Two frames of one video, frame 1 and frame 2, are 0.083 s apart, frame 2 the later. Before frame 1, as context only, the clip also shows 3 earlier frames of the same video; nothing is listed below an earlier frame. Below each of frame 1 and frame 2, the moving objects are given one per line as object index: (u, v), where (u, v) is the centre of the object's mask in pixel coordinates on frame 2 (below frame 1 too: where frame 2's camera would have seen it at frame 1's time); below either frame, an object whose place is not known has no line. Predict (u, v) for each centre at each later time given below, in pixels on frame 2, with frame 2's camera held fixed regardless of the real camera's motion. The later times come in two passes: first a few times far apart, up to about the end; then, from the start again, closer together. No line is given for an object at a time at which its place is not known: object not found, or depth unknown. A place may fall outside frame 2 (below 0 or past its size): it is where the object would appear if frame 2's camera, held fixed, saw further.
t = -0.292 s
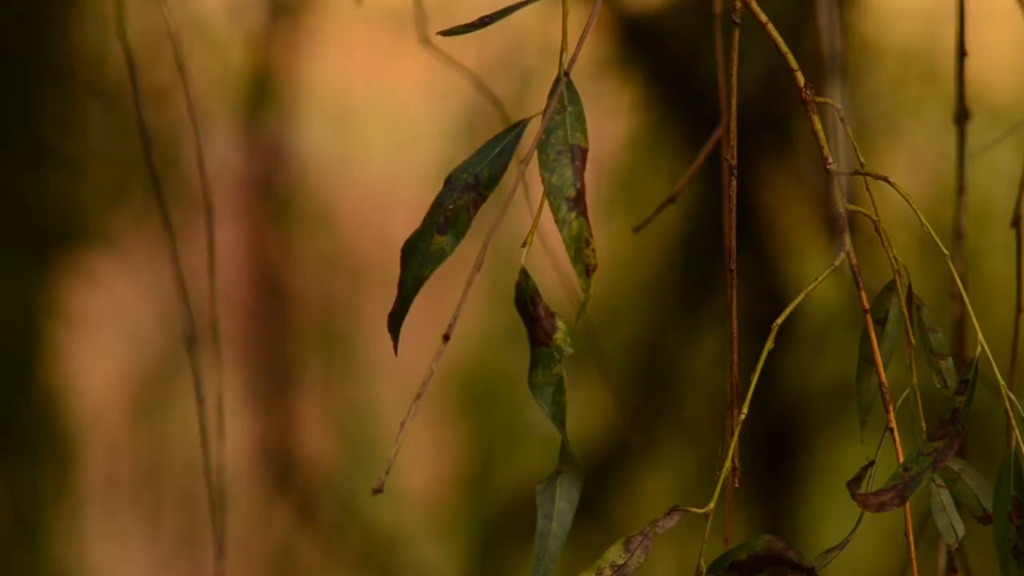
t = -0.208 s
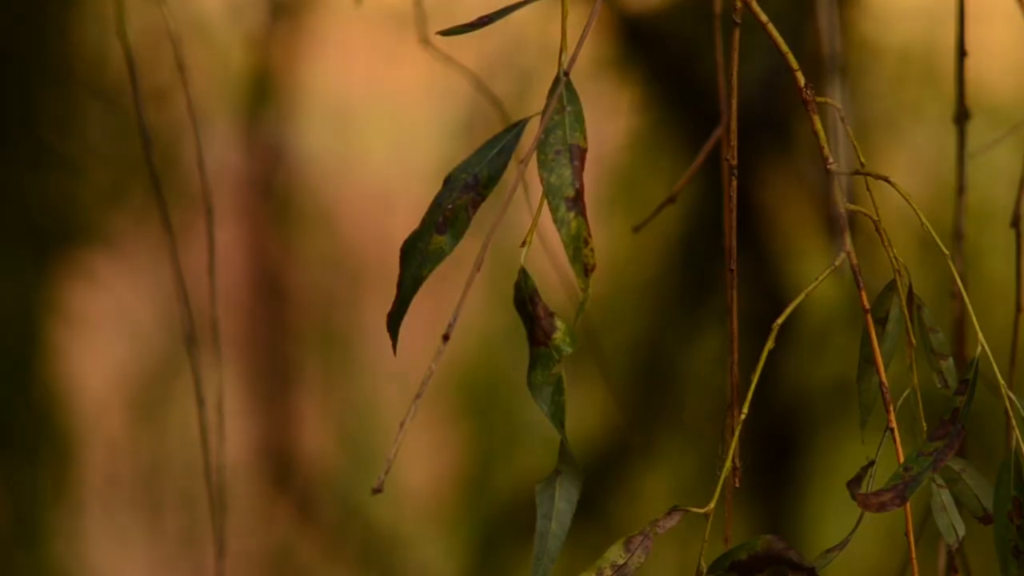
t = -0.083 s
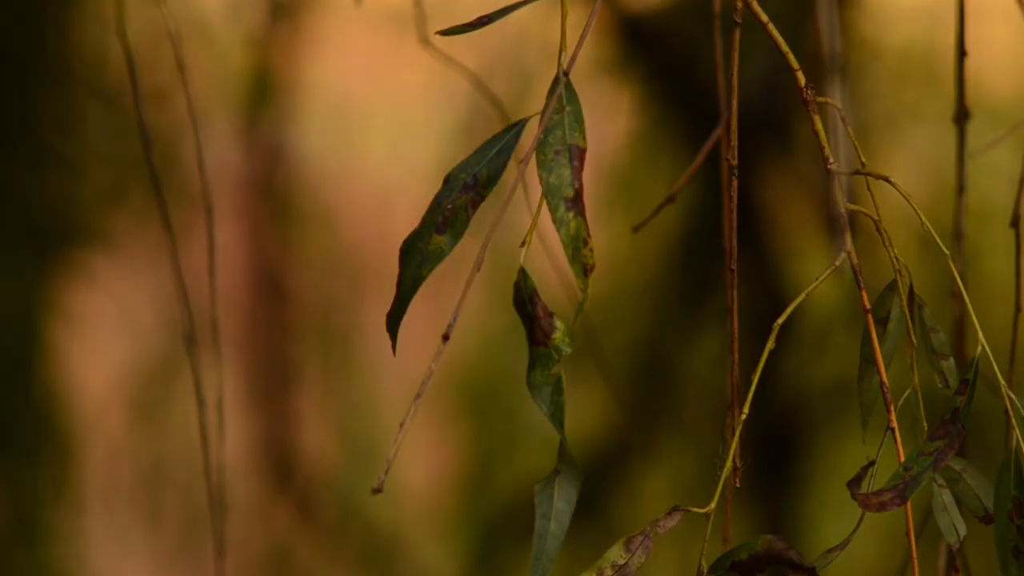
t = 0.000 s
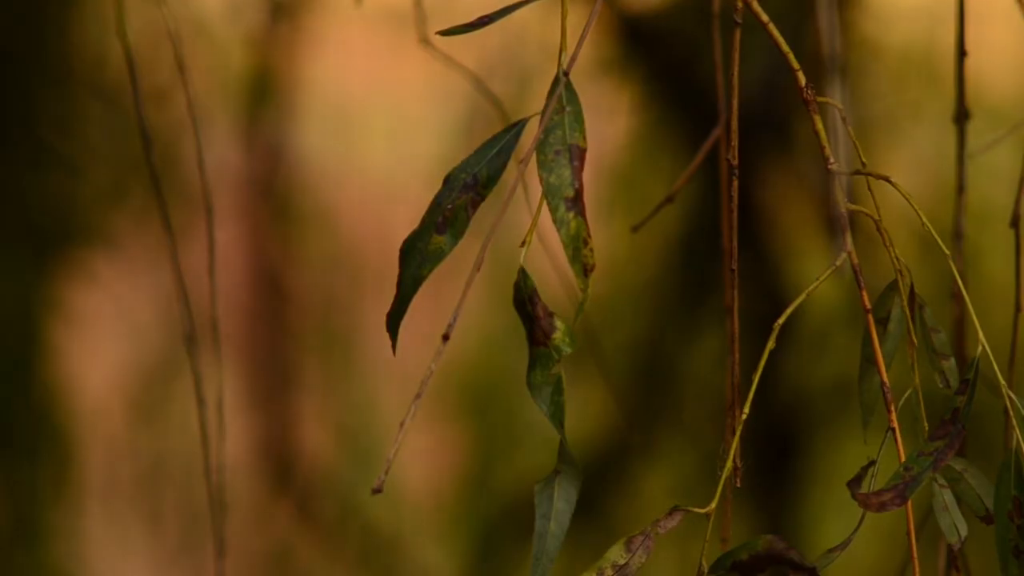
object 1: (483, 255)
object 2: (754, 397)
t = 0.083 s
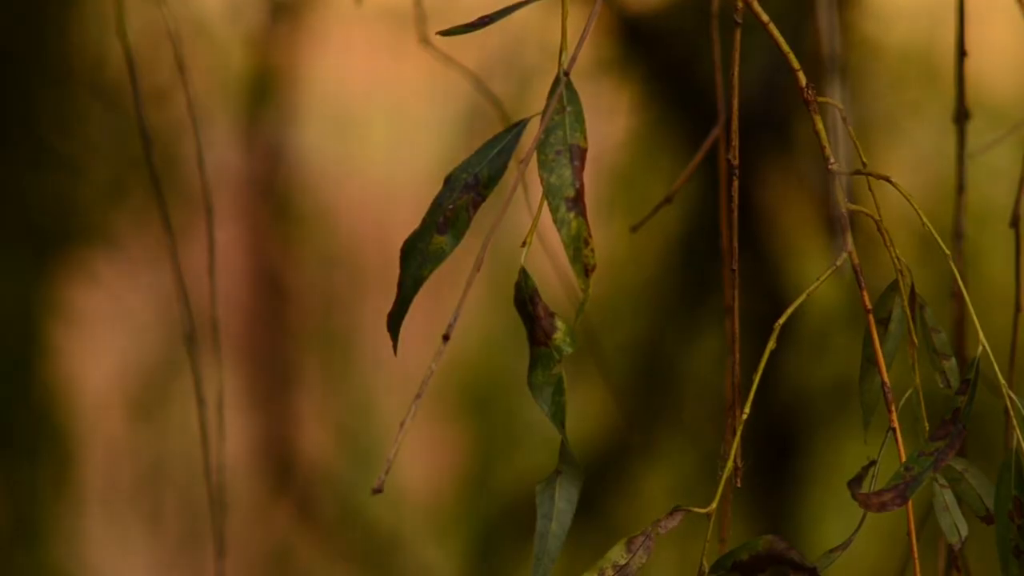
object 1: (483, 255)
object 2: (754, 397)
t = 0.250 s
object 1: (483, 255)
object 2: (754, 398)
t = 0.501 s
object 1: (485, 253)
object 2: (753, 398)
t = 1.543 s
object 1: (485, 252)
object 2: (754, 398)
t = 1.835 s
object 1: (485, 248)
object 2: (752, 397)
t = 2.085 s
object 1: (485, 249)
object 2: (753, 398)
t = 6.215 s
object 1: (481, 250)
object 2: (753, 397)
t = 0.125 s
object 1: (482, 255)
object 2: (754, 398)
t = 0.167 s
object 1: (482, 255)
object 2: (754, 398)
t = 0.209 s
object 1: (482, 257)
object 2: (754, 397)
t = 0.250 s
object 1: (483, 255)
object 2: (754, 398)
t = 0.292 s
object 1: (483, 256)
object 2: (753, 399)
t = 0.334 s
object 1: (482, 257)
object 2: (754, 397)
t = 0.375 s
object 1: (483, 257)
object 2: (754, 396)
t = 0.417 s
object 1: (484, 257)
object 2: (754, 396)
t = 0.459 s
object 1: (484, 256)
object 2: (753, 397)
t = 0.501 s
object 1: (485, 253)
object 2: (753, 398)
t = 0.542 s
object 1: (485, 253)
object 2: (753, 396)
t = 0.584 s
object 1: (485, 253)
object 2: (753, 397)
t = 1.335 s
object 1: (486, 247)
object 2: (754, 397)
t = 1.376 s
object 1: (486, 248)
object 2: (754, 397)
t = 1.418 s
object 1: (486, 248)
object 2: (754, 397)
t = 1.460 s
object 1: (486, 250)
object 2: (754, 399)
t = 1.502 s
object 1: (485, 251)
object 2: (755, 395)
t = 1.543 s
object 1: (485, 252)
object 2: (754, 398)
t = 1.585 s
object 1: (486, 251)
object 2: (754, 397)
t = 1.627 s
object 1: (485, 252)
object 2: (754, 396)
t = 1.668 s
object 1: (485, 253)
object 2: (753, 399)
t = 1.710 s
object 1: (486, 249)
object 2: (753, 397)
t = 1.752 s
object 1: (486, 248)
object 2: (753, 397)
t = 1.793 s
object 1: (485, 248)
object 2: (753, 397)
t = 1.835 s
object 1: (485, 248)
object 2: (752, 397)
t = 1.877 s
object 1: (483, 253)
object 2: (752, 397)
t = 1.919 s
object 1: (485, 248)
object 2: (752, 398)
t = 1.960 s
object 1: (485, 248)
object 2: (752, 398)
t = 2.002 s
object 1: (483, 252)
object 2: (752, 398)
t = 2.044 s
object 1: (486, 248)
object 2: (752, 398)
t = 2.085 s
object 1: (485, 249)
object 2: (753, 398)
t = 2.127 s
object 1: (485, 250)
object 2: (753, 398)
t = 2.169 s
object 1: (485, 251)
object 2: (754, 398)
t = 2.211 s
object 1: (485, 252)
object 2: (755, 398)
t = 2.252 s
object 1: (486, 250)
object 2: (755, 398)
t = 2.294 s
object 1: (485, 252)
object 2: (754, 399)
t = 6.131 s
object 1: (481, 250)
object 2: (752, 398)
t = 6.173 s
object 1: (482, 249)
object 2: (753, 397)
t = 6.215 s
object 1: (481, 250)
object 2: (753, 397)
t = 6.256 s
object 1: (481, 250)
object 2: (752, 399)
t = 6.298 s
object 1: (481, 250)
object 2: (753, 397)
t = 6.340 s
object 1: (480, 250)
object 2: (753, 397)
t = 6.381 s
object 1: (480, 251)
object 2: (752, 398)
